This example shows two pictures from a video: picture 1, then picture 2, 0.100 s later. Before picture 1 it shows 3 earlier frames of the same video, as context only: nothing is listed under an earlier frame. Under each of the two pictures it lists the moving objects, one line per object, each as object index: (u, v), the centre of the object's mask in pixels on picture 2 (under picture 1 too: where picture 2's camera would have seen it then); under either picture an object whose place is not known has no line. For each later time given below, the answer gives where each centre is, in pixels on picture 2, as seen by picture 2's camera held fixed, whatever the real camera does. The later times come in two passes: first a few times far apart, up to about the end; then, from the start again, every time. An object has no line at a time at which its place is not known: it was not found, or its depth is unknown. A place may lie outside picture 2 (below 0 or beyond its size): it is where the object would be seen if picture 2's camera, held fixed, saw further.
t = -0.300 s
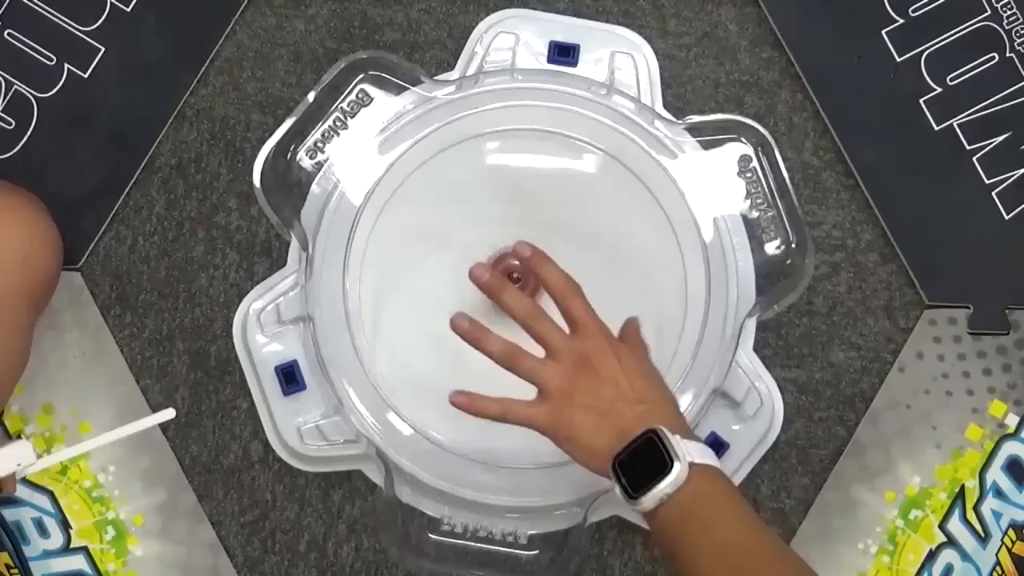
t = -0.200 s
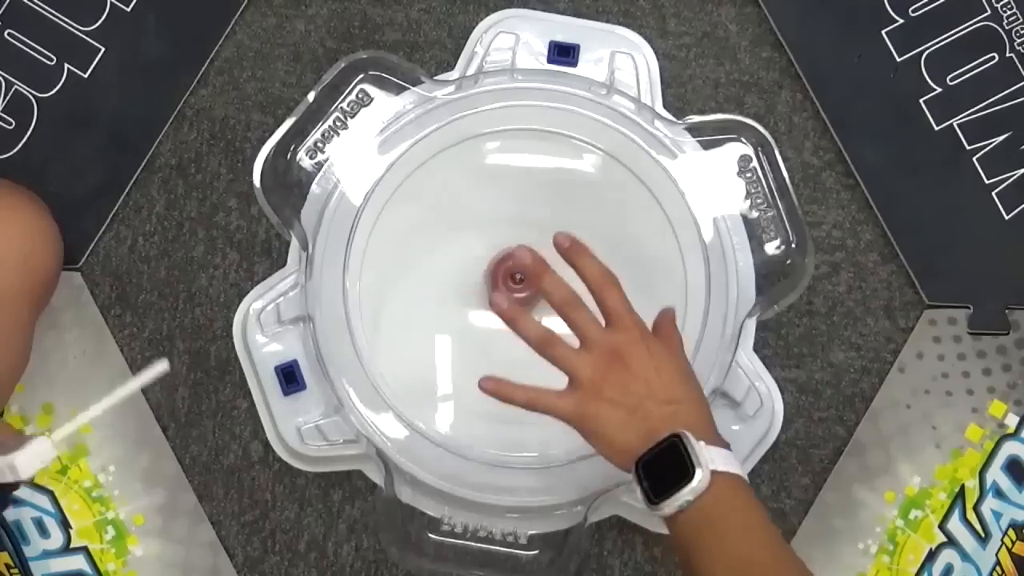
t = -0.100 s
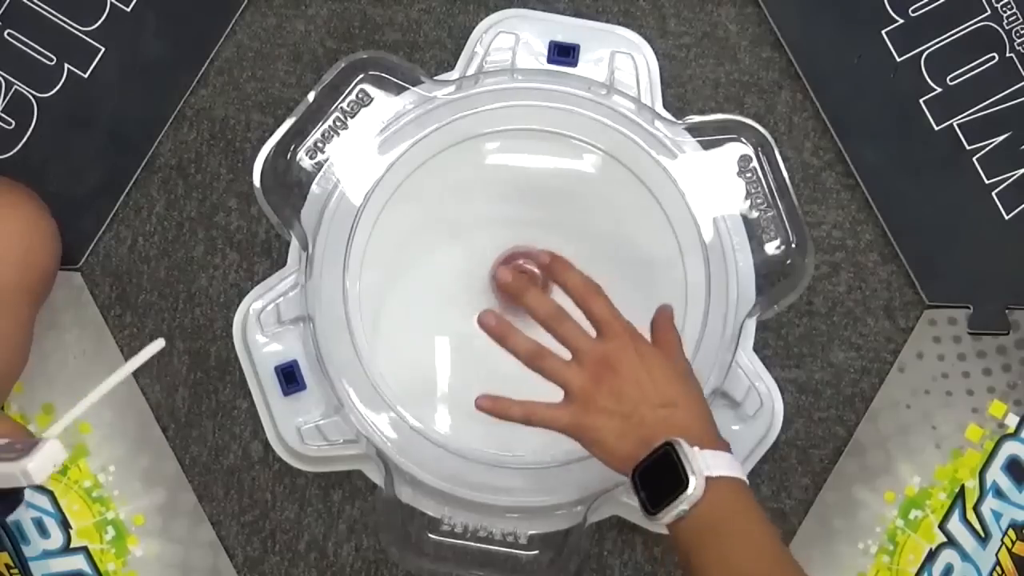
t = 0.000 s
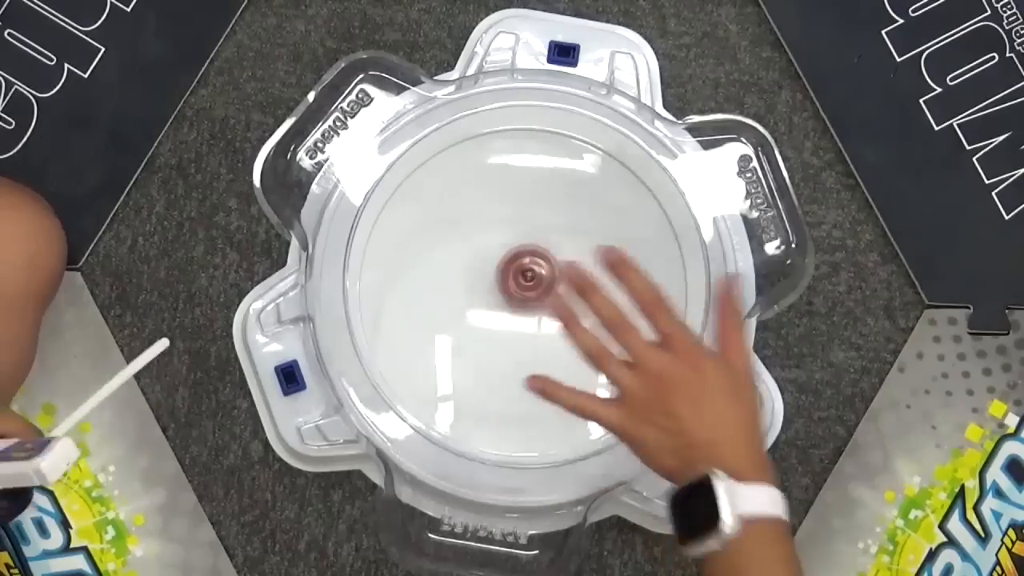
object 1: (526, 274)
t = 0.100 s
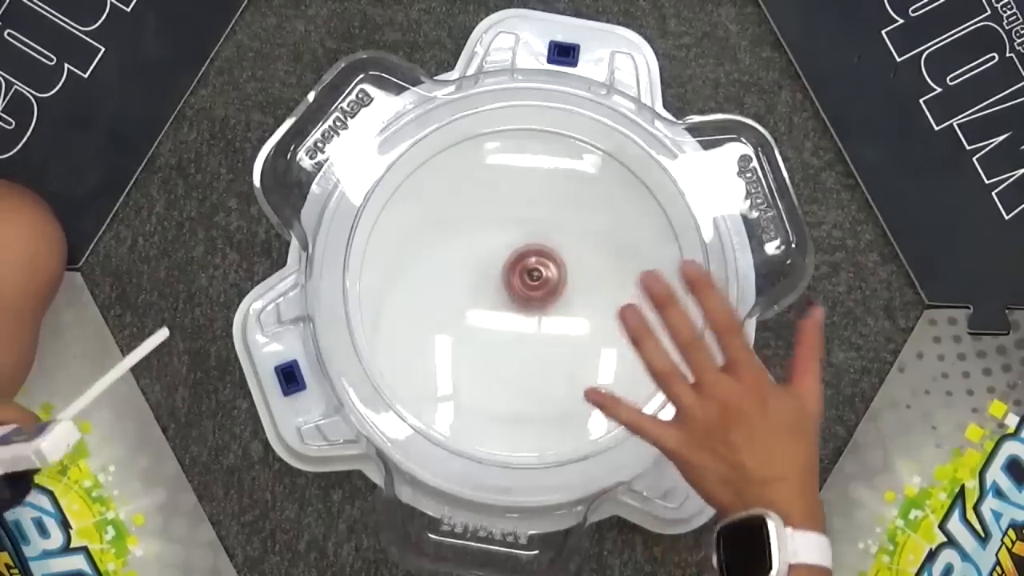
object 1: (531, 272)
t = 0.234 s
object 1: (536, 273)
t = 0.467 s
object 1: (534, 286)
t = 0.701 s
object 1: (526, 293)
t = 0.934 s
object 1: (523, 299)
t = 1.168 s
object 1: (517, 299)
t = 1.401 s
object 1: (510, 297)
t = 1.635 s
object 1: (504, 292)
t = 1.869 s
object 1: (508, 289)
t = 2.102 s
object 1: (515, 283)
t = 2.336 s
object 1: (522, 282)
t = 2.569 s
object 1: (525, 282)
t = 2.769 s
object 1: (527, 284)
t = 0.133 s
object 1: (533, 271)
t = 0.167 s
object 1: (535, 272)
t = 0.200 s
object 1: (537, 273)
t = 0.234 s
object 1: (536, 273)
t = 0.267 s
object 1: (536, 275)
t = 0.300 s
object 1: (537, 276)
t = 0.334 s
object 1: (537, 278)
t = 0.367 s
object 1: (536, 279)
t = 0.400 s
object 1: (536, 282)
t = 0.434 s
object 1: (535, 284)
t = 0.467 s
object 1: (534, 286)
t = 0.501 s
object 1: (532, 287)
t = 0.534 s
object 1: (531, 289)
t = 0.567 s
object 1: (530, 290)
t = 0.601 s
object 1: (529, 291)
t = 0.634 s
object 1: (528, 292)
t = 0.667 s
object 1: (527, 292)
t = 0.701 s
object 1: (526, 293)
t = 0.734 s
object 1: (526, 294)
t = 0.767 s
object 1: (526, 295)
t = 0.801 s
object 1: (525, 296)
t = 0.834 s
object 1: (525, 297)
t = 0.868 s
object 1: (524, 298)
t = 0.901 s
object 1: (524, 299)
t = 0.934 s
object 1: (523, 299)
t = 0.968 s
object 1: (522, 300)
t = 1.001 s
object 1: (522, 300)
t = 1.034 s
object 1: (521, 300)
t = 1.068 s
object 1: (520, 300)
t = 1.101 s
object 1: (519, 301)
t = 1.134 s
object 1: (518, 300)
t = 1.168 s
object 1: (517, 299)
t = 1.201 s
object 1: (515, 299)
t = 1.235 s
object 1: (515, 299)
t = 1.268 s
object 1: (514, 298)
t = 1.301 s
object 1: (513, 299)
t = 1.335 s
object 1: (512, 298)
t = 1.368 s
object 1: (511, 297)
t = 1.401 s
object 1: (510, 297)
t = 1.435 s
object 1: (509, 297)
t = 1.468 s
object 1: (508, 296)
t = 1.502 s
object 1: (507, 295)
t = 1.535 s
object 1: (507, 294)
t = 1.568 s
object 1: (505, 293)
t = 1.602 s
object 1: (505, 292)
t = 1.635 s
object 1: (504, 292)
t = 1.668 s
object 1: (503, 291)
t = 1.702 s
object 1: (503, 289)
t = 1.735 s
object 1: (503, 288)
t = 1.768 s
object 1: (506, 292)
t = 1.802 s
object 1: (507, 291)
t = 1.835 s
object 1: (507, 290)
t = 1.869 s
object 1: (508, 289)
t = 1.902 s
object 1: (509, 288)
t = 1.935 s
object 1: (509, 287)
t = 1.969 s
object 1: (511, 286)
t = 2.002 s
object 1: (512, 286)
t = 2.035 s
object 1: (513, 285)
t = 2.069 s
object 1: (514, 284)
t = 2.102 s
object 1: (515, 283)
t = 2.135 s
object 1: (517, 283)
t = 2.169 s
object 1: (517, 282)
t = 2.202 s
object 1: (518, 282)
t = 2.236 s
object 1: (520, 282)
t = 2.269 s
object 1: (521, 281)
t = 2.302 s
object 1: (522, 281)
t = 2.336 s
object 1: (522, 282)
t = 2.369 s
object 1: (523, 281)
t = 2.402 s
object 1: (523, 281)
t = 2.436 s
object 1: (524, 281)
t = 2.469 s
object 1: (524, 281)
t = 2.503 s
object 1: (525, 282)
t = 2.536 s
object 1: (525, 282)
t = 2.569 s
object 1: (525, 282)
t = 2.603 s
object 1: (525, 282)
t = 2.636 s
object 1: (526, 282)
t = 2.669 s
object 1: (526, 282)
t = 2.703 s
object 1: (527, 283)
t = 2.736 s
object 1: (527, 283)
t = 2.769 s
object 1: (527, 284)
